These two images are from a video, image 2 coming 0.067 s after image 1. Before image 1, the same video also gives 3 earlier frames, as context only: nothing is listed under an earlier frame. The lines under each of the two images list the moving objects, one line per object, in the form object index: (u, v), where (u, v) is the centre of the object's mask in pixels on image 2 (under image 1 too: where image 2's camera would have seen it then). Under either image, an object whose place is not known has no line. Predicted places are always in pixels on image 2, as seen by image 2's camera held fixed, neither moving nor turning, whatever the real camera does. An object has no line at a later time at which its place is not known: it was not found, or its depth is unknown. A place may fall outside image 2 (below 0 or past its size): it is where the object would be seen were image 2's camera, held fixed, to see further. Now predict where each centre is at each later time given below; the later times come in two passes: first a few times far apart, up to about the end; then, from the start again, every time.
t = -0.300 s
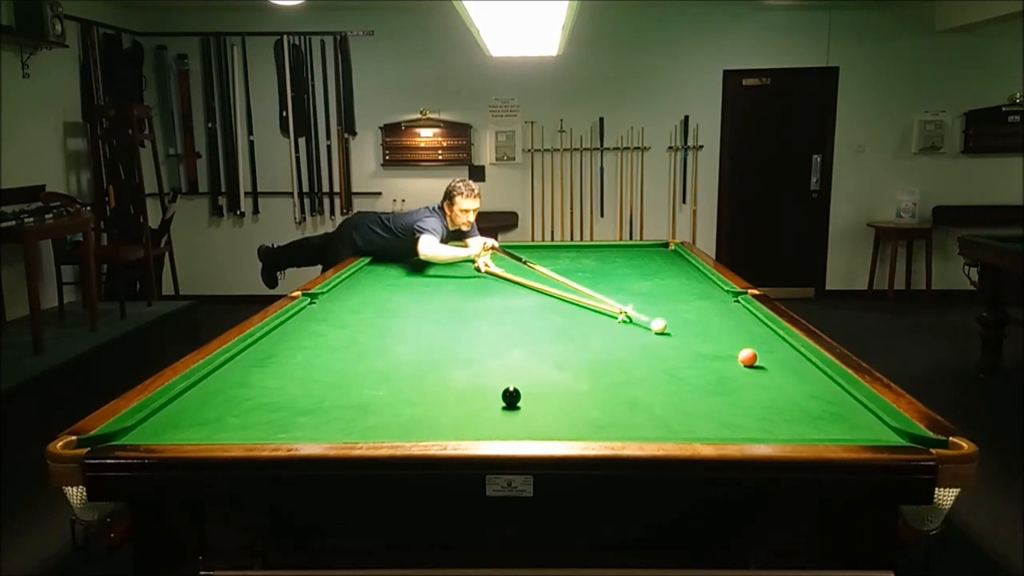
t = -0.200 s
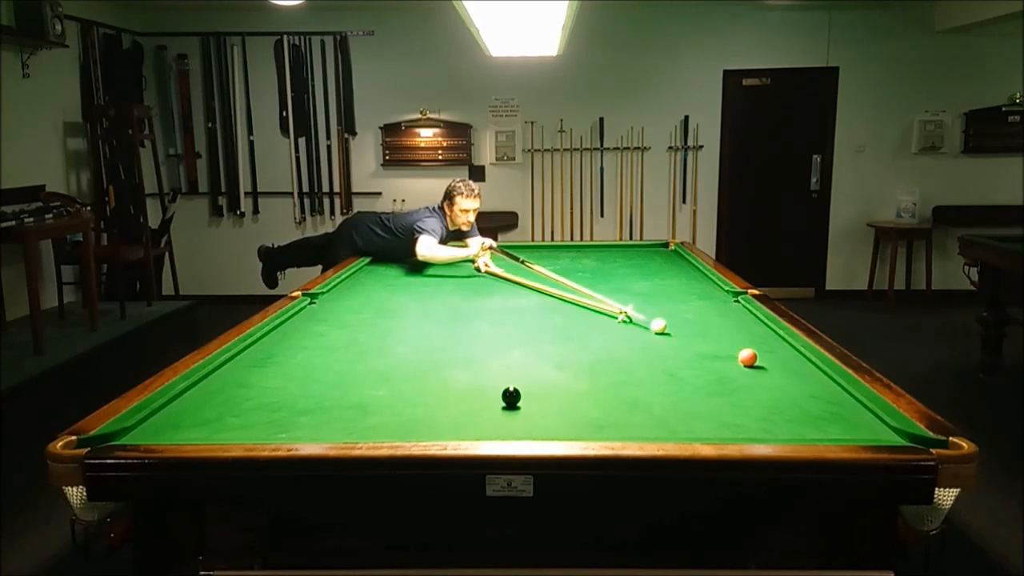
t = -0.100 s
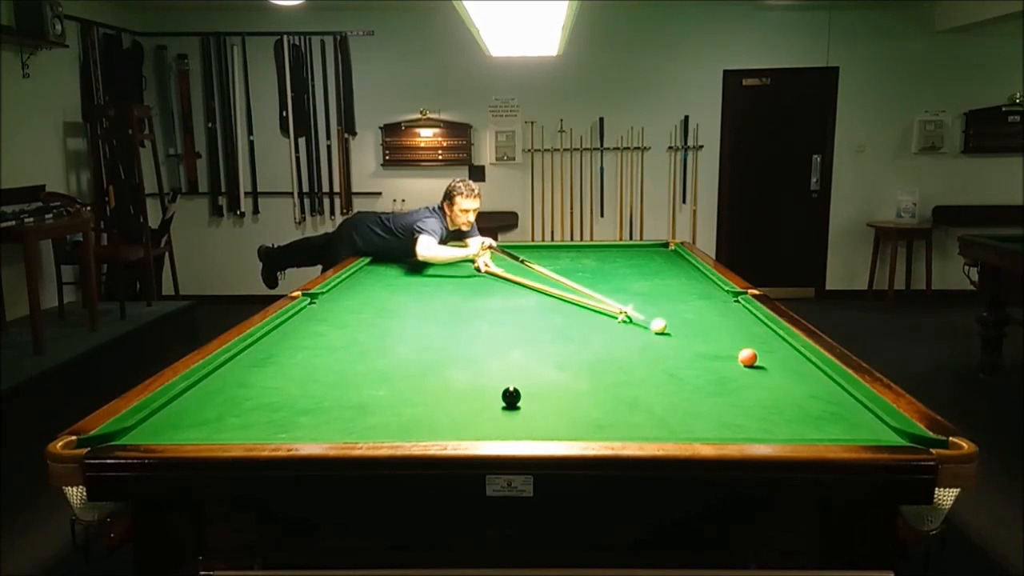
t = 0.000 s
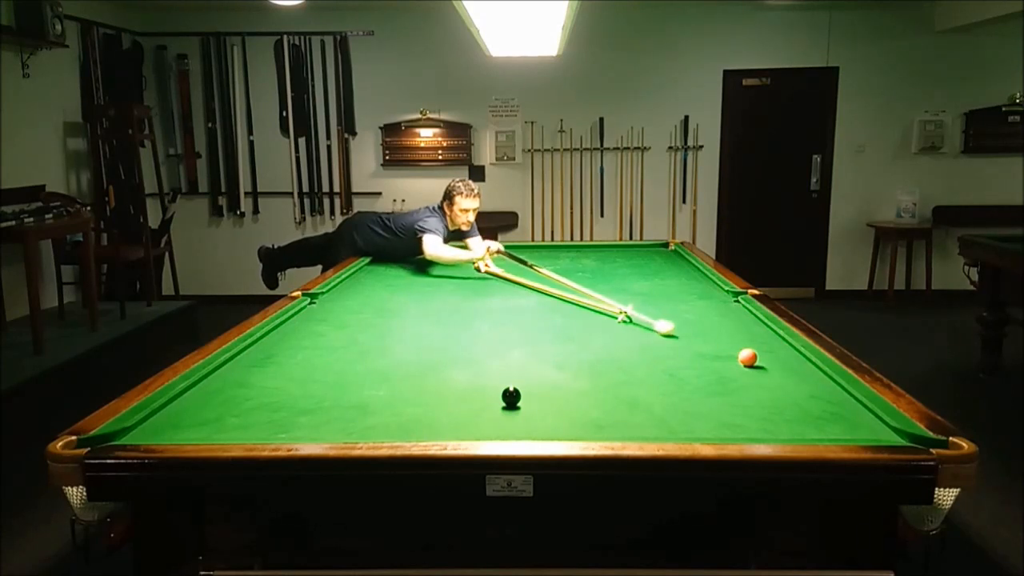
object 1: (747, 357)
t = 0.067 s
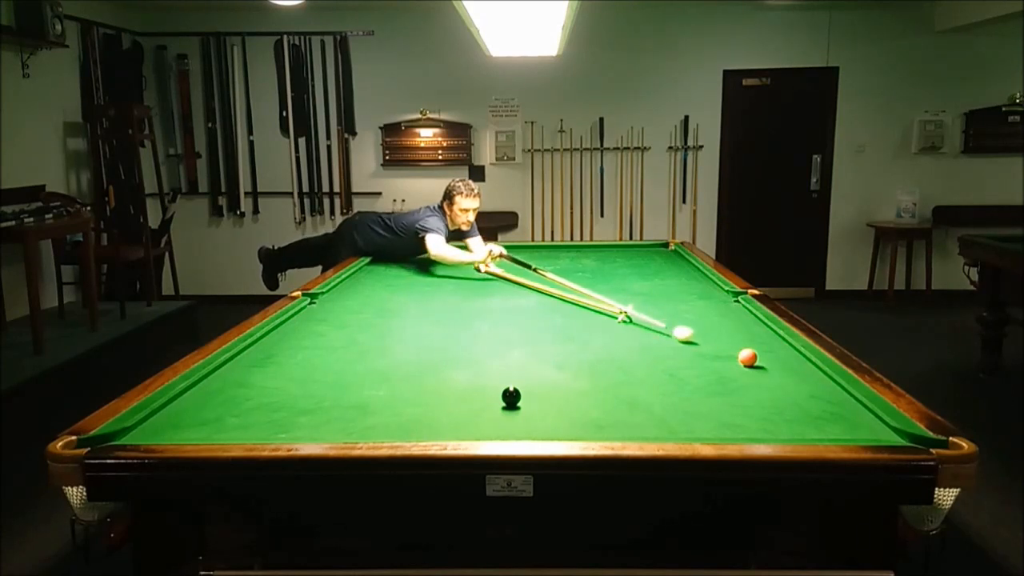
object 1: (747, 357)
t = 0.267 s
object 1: (749, 358)
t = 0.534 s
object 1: (793, 380)
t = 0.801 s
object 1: (839, 405)
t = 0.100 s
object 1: (747, 357)
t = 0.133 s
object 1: (747, 357)
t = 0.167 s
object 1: (747, 357)
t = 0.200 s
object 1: (747, 357)
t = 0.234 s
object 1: (748, 357)
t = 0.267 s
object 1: (749, 358)
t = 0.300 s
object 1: (754, 360)
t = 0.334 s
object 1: (760, 364)
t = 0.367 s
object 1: (766, 367)
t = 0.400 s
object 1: (772, 370)
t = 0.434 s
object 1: (777, 372)
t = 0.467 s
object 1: (782, 375)
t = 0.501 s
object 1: (787, 378)
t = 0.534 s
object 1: (793, 380)
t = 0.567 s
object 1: (798, 383)
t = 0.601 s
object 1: (804, 386)
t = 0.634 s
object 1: (809, 389)
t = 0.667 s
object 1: (815, 393)
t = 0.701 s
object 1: (821, 396)
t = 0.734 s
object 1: (827, 399)
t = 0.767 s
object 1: (833, 402)
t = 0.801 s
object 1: (839, 405)
